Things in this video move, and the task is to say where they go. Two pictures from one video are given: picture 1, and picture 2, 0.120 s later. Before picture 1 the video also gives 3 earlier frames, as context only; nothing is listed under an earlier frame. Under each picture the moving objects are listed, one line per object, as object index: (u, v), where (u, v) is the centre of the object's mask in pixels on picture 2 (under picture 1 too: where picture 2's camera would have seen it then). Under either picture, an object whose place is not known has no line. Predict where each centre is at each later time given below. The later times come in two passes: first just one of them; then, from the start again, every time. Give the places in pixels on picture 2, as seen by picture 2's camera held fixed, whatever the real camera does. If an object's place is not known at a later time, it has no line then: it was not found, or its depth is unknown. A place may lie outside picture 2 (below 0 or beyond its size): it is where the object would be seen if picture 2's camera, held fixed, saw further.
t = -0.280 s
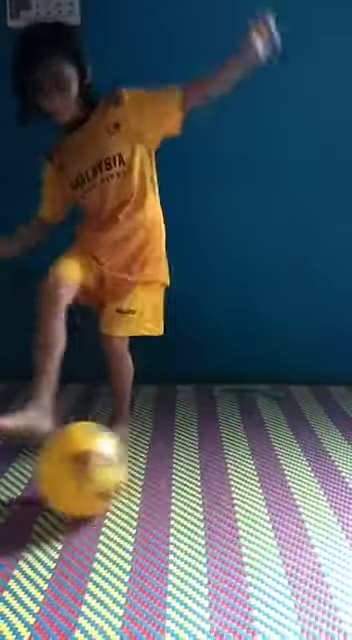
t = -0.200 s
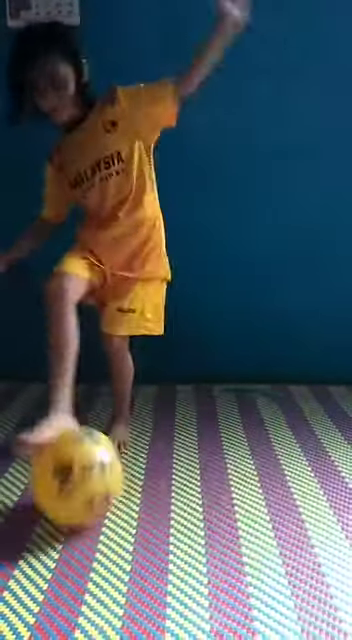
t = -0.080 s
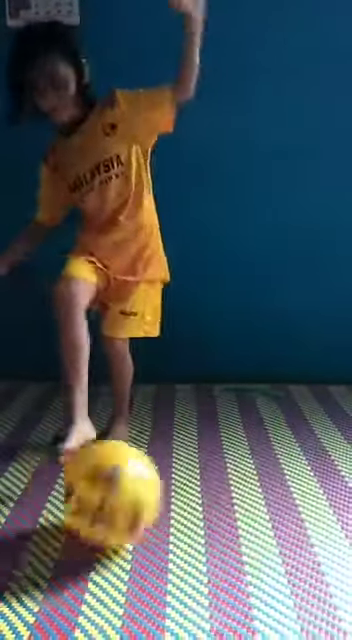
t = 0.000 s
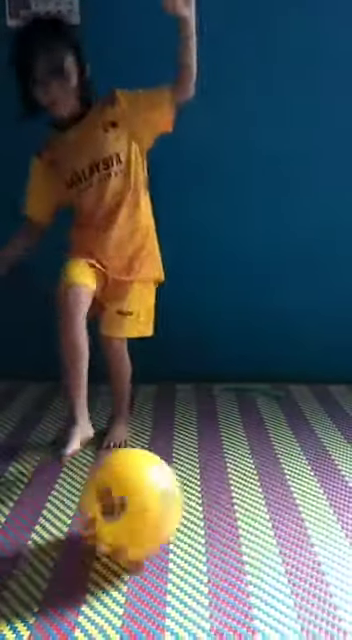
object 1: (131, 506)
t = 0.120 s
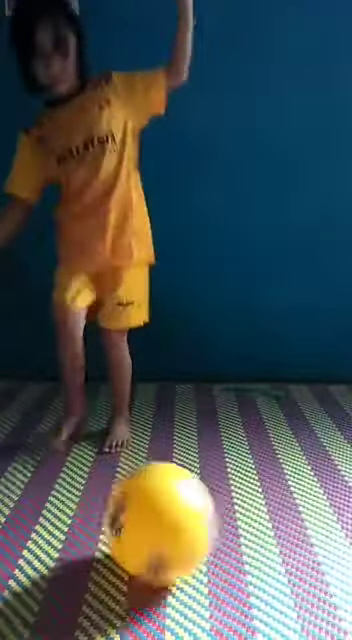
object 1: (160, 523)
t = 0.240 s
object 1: (196, 546)
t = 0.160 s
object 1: (172, 530)
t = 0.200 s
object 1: (184, 537)
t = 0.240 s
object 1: (196, 546)
